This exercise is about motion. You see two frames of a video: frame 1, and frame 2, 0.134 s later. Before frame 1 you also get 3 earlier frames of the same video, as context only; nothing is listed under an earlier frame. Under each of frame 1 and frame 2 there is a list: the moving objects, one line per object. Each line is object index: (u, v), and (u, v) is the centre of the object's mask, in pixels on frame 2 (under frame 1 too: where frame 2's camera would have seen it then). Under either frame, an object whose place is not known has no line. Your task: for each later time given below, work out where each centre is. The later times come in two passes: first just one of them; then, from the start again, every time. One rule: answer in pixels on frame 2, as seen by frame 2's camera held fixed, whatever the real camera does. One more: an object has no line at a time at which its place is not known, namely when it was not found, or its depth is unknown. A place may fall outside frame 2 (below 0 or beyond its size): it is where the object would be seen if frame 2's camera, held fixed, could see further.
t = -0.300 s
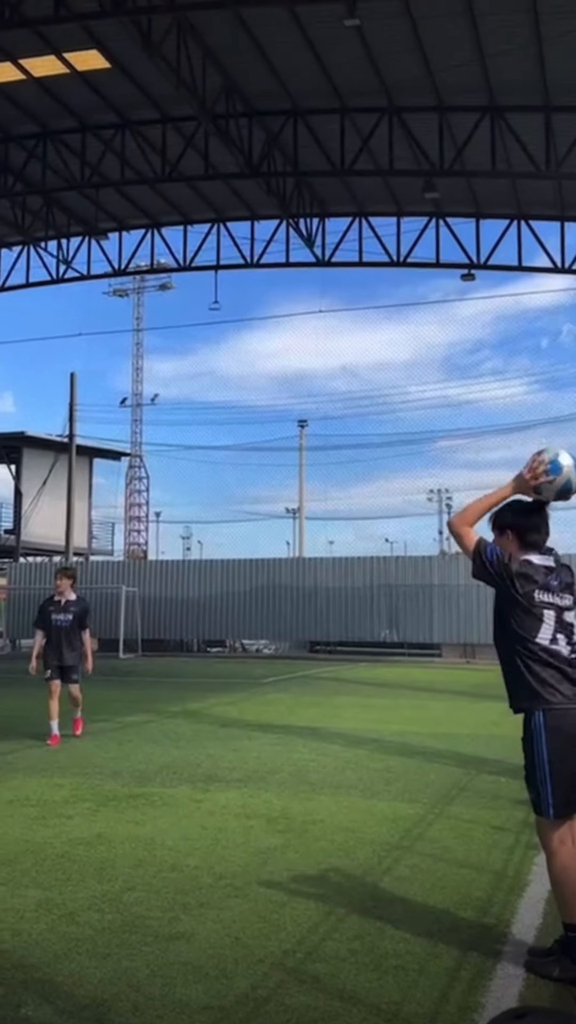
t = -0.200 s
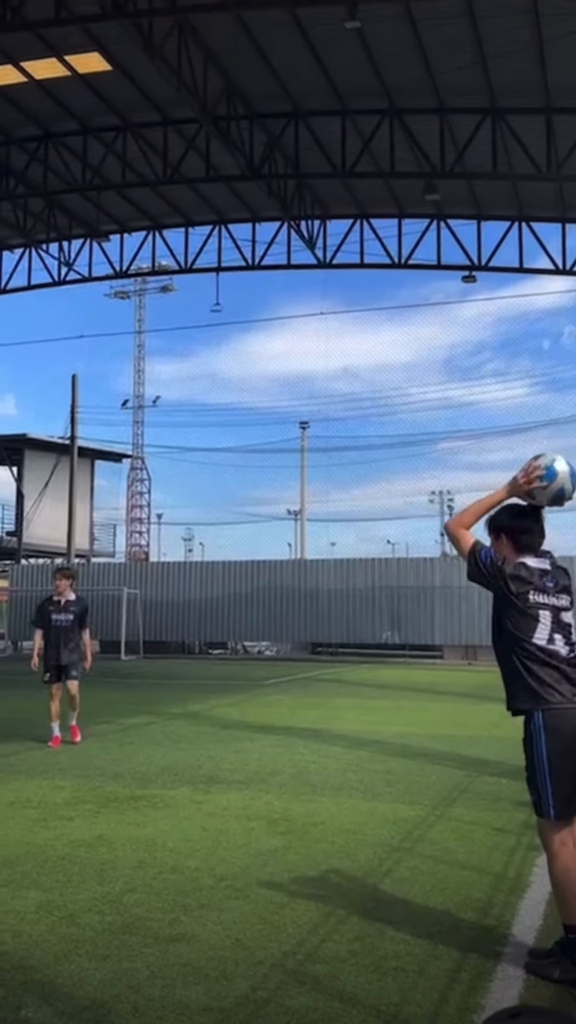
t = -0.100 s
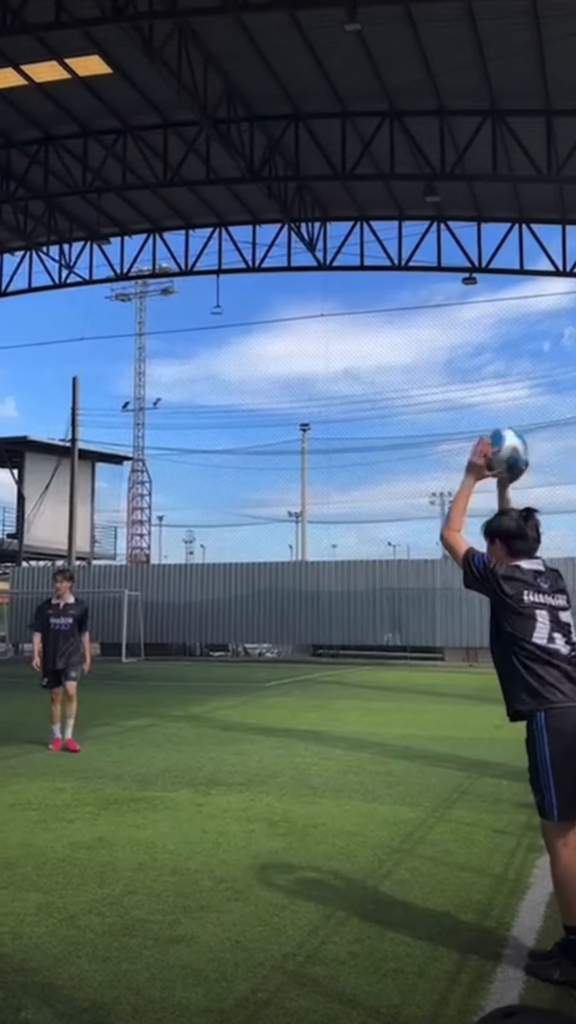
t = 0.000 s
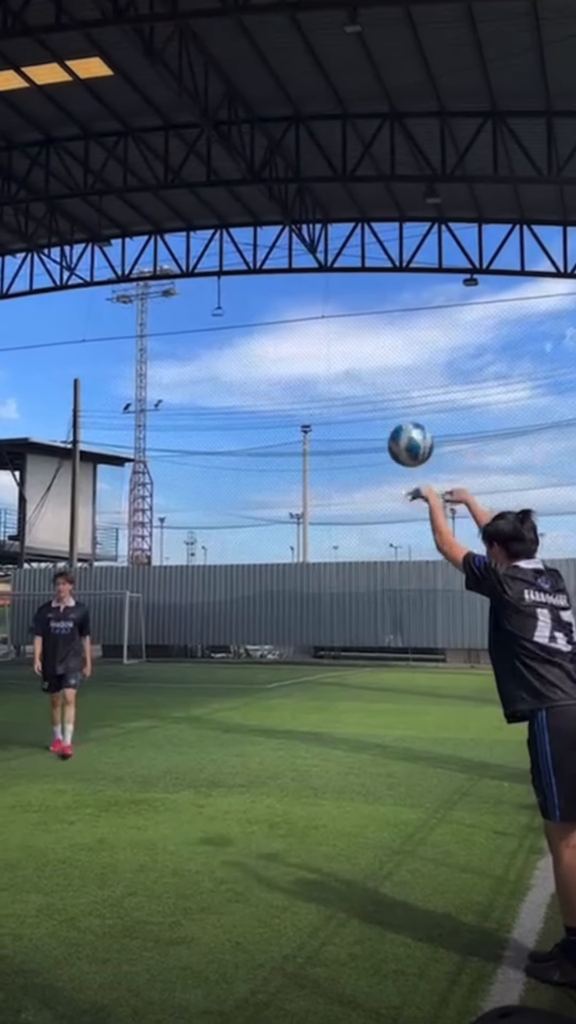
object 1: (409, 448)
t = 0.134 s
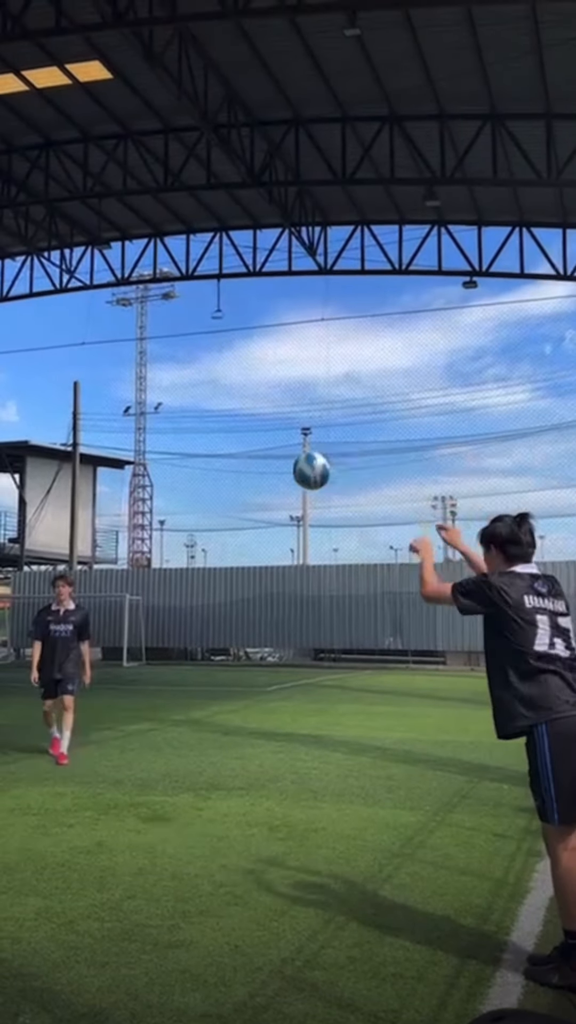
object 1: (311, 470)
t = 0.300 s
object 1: (223, 530)
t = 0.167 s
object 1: (290, 480)
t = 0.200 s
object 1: (272, 491)
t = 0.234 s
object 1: (255, 503)
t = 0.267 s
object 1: (238, 516)
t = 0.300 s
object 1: (223, 530)
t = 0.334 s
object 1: (208, 545)
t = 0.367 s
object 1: (194, 558)
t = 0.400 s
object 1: (182, 576)
